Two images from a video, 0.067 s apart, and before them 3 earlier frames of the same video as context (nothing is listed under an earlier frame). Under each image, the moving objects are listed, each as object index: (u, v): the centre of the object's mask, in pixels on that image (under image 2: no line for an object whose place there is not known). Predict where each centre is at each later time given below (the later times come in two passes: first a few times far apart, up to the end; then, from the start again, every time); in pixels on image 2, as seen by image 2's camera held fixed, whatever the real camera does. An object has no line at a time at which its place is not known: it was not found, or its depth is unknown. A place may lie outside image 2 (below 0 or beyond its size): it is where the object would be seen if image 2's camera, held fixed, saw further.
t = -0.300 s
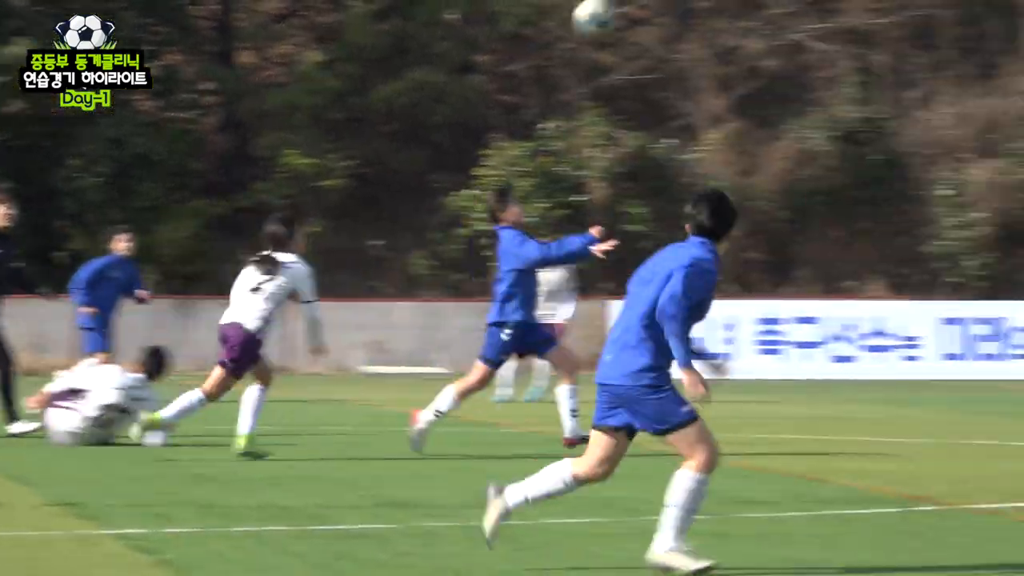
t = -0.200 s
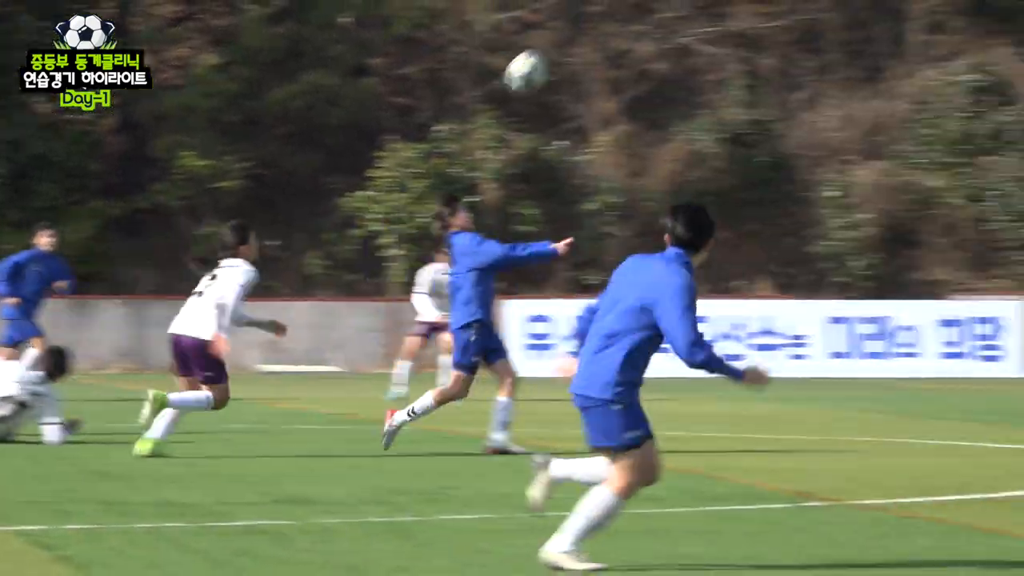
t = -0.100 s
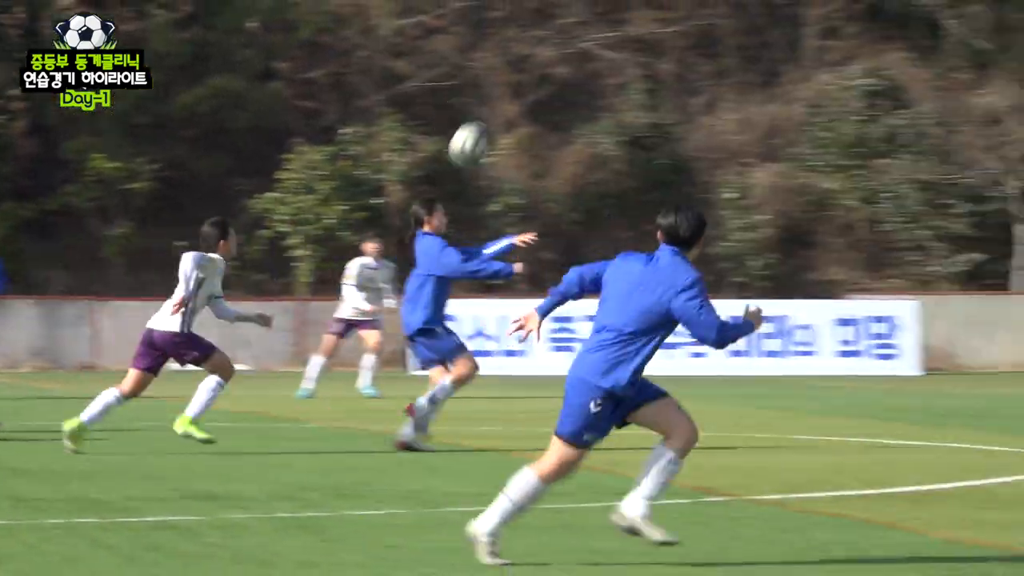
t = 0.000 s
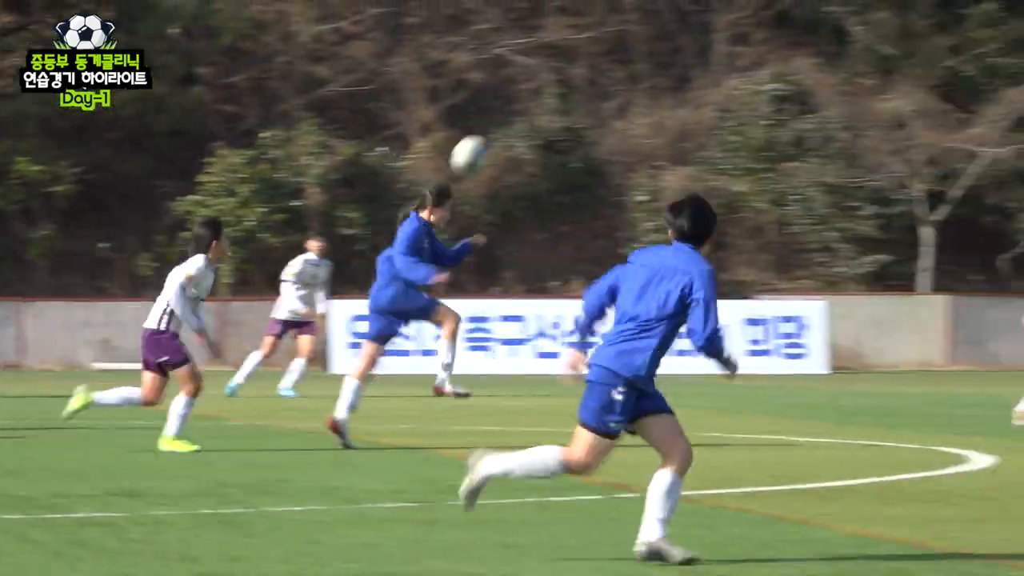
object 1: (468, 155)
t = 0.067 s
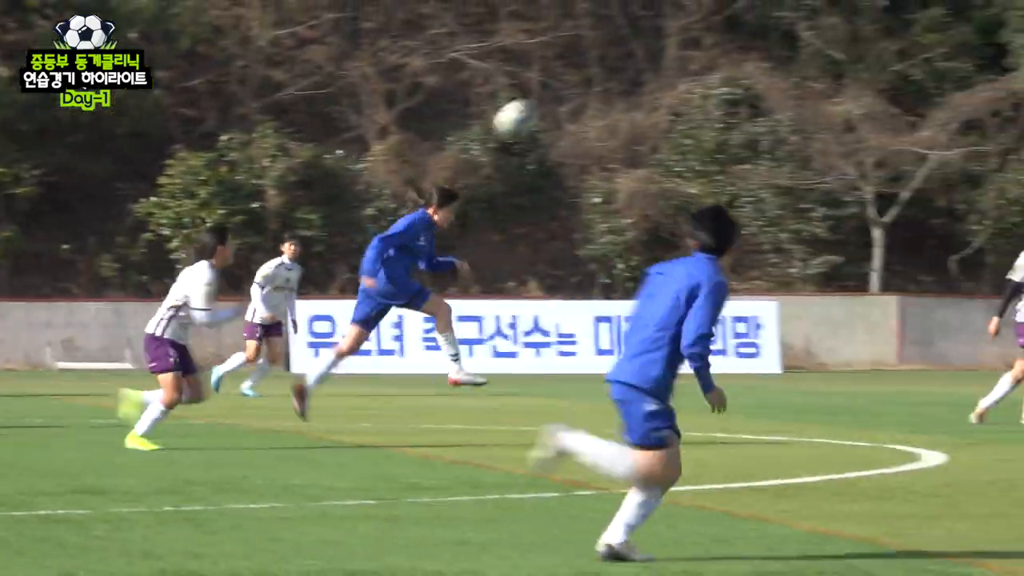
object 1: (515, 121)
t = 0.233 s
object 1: (735, 54)
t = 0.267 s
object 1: (780, 45)
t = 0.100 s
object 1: (560, 101)
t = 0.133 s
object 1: (604, 86)
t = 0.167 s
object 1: (645, 75)
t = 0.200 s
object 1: (690, 64)
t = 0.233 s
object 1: (735, 54)
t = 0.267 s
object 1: (780, 45)
